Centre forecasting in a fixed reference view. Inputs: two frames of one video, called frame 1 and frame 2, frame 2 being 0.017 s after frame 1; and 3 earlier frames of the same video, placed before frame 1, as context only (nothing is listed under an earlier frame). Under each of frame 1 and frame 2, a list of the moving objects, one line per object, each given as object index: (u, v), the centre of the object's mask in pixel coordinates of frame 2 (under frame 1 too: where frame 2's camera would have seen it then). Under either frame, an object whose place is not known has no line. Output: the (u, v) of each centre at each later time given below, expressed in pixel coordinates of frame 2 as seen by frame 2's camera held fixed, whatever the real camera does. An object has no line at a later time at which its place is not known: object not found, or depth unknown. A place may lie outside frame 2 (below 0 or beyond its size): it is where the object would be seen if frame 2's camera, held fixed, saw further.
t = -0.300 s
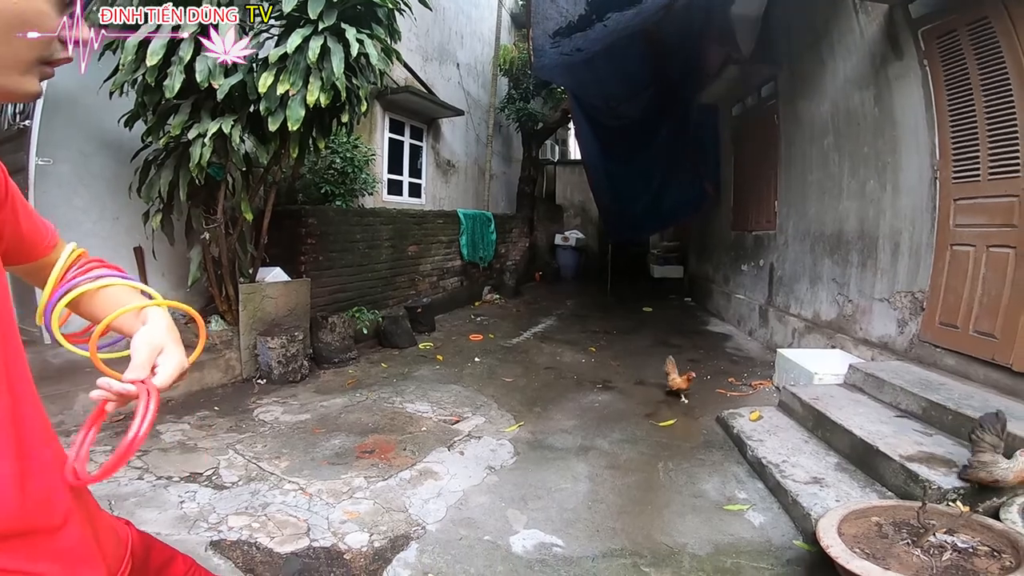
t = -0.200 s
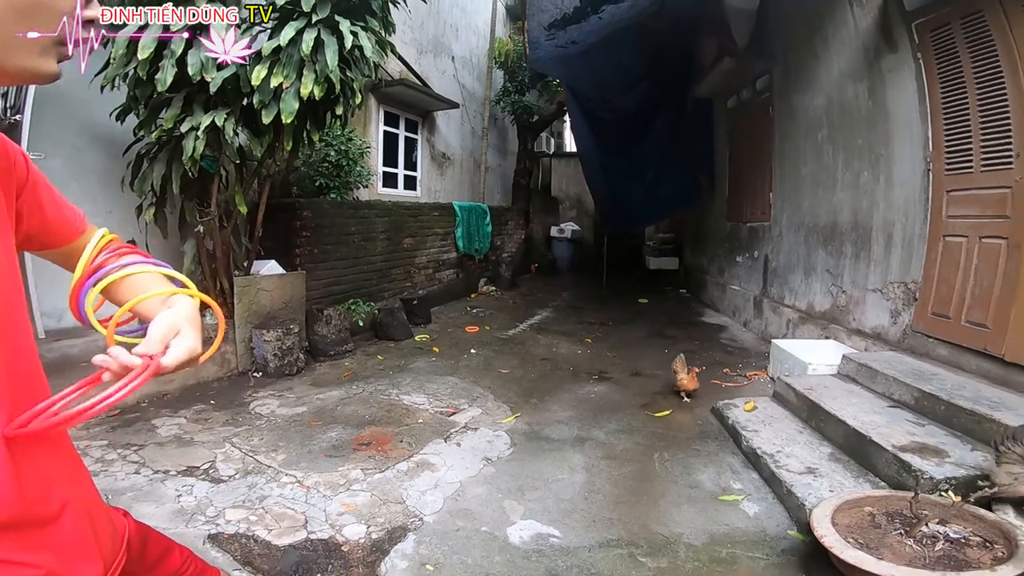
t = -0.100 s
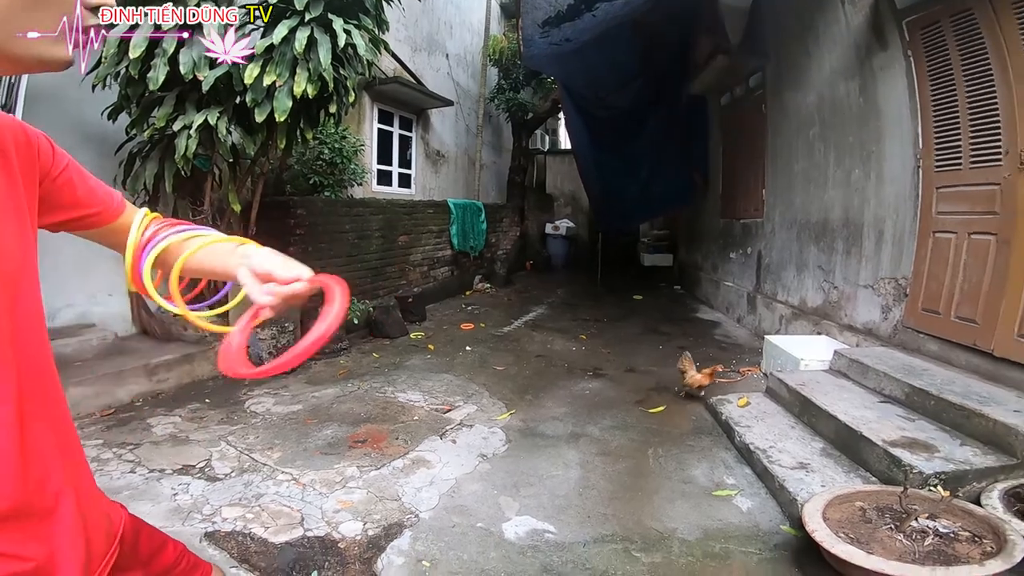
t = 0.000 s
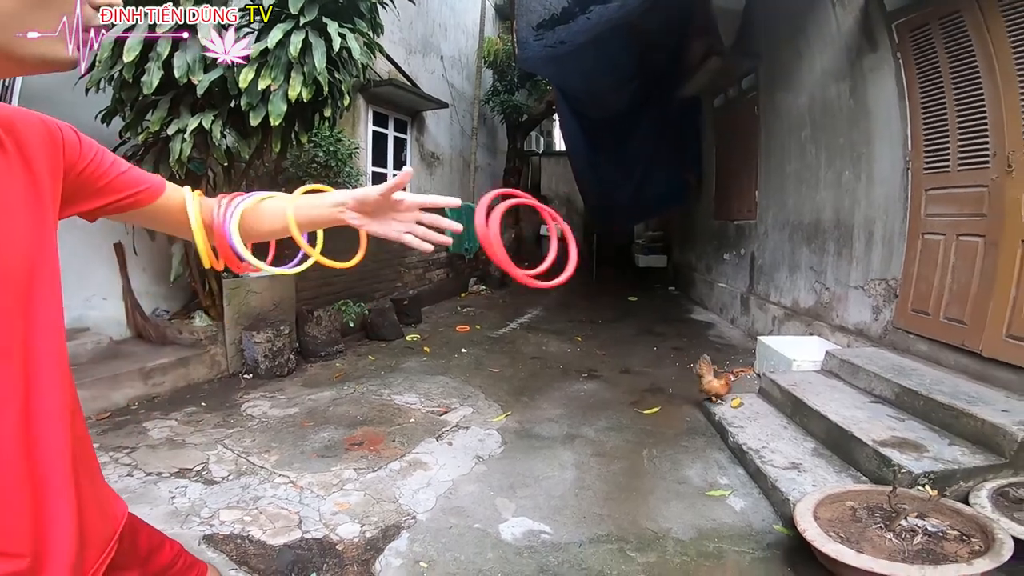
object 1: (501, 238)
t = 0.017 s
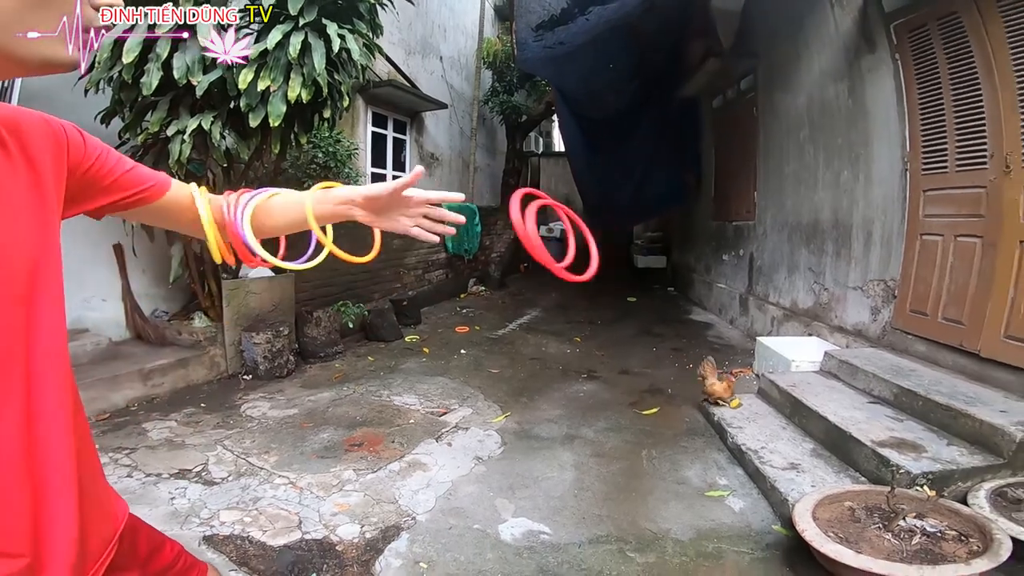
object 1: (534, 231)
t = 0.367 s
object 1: (744, 376)
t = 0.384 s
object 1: (745, 384)
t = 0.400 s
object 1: (749, 396)
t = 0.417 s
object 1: (751, 406)
